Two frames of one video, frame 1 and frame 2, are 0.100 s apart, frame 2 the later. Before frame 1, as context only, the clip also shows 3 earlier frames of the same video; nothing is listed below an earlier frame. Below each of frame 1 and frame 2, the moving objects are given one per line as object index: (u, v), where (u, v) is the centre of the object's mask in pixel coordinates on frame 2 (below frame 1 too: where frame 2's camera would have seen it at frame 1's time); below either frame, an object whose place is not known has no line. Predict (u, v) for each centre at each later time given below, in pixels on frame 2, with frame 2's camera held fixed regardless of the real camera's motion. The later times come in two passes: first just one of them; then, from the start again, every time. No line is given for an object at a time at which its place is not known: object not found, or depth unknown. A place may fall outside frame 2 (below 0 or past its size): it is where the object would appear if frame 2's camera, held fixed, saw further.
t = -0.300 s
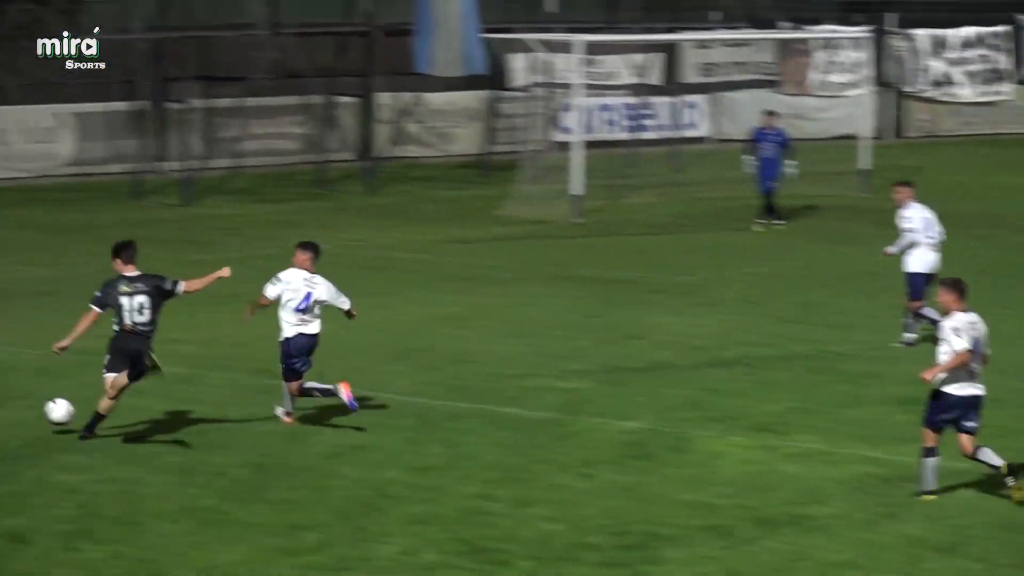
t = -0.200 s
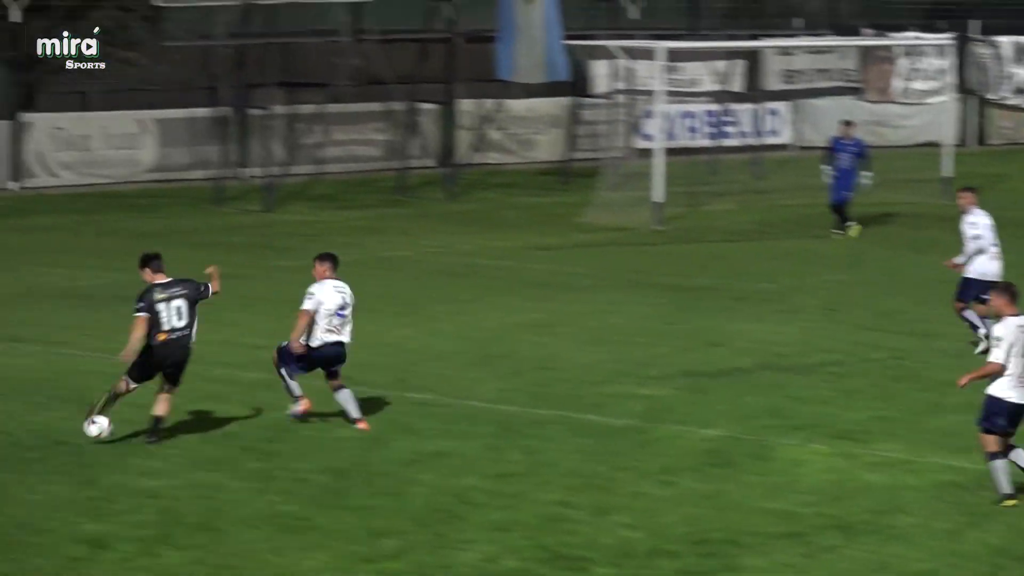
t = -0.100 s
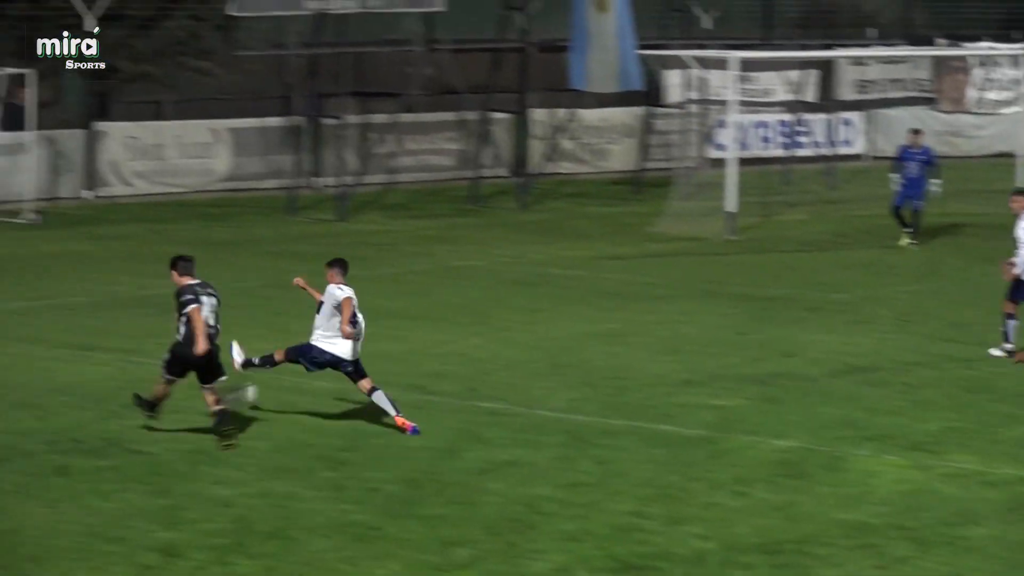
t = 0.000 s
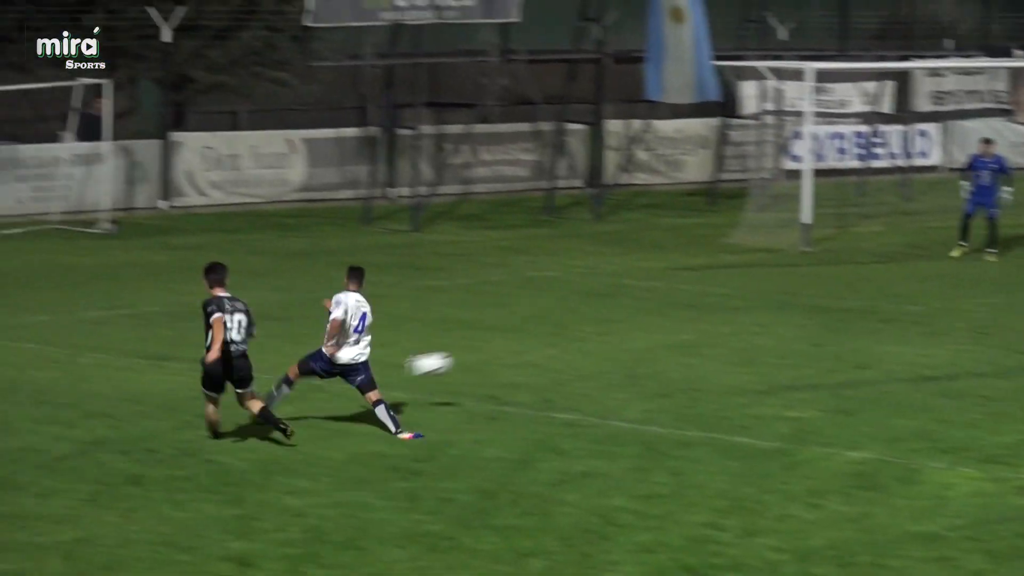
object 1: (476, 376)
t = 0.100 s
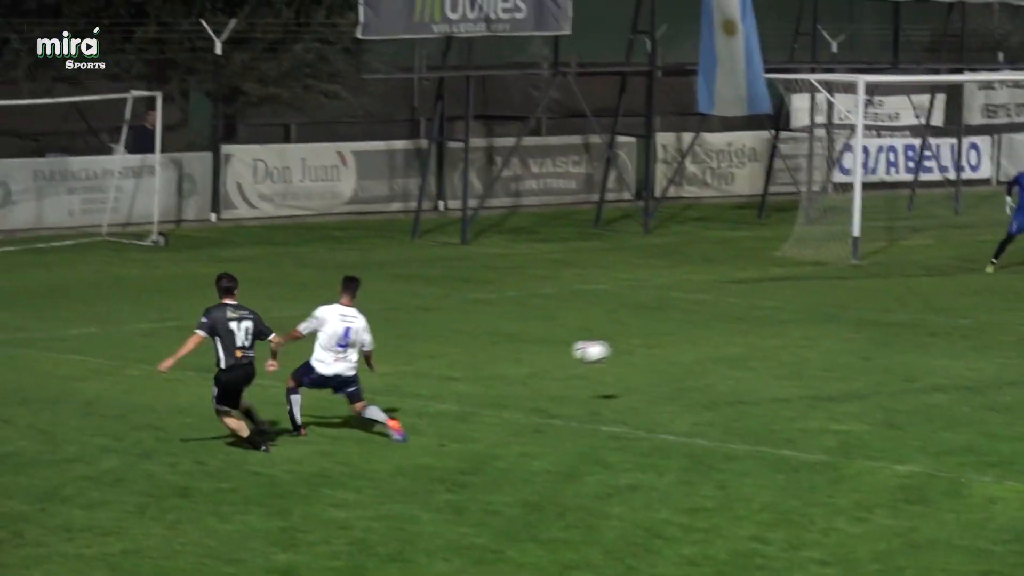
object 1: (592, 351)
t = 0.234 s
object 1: (731, 340)
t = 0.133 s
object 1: (627, 346)
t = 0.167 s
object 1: (662, 343)
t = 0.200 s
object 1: (697, 341)
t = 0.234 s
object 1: (731, 340)
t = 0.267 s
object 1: (764, 341)
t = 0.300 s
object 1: (796, 343)
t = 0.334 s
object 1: (828, 347)
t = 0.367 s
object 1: (858, 352)
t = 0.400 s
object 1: (889, 356)
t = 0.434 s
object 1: (915, 350)
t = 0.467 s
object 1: (937, 341)
